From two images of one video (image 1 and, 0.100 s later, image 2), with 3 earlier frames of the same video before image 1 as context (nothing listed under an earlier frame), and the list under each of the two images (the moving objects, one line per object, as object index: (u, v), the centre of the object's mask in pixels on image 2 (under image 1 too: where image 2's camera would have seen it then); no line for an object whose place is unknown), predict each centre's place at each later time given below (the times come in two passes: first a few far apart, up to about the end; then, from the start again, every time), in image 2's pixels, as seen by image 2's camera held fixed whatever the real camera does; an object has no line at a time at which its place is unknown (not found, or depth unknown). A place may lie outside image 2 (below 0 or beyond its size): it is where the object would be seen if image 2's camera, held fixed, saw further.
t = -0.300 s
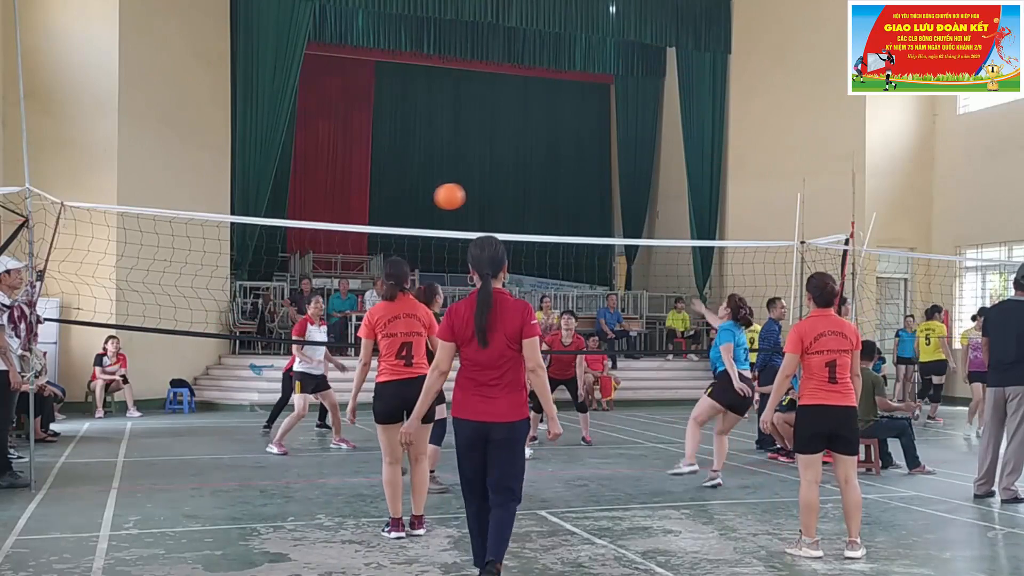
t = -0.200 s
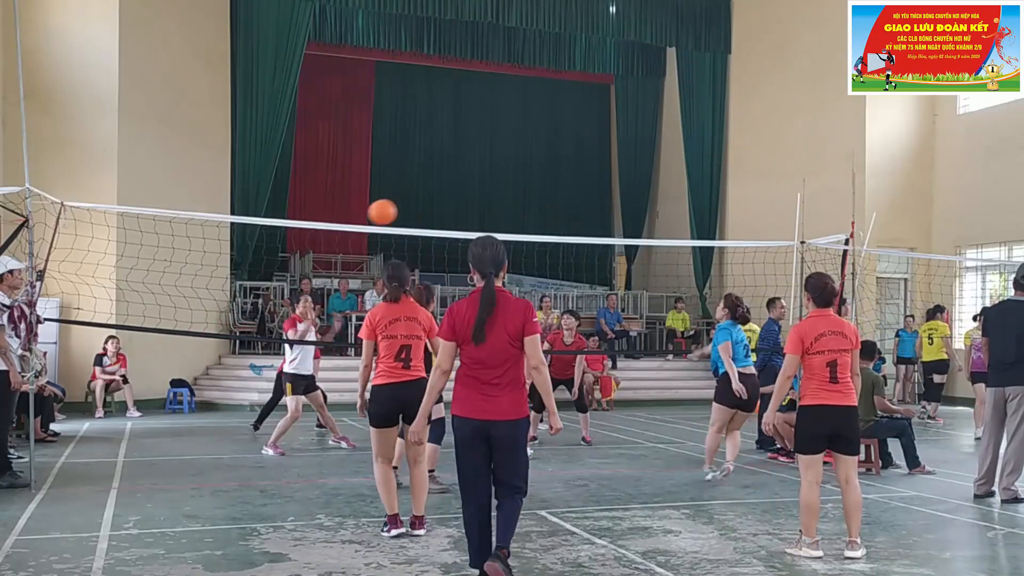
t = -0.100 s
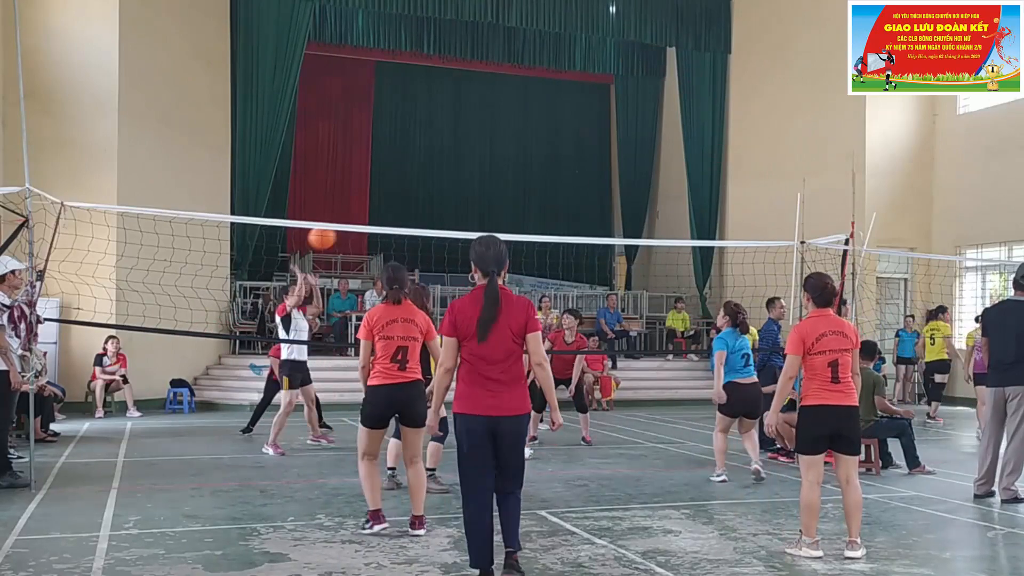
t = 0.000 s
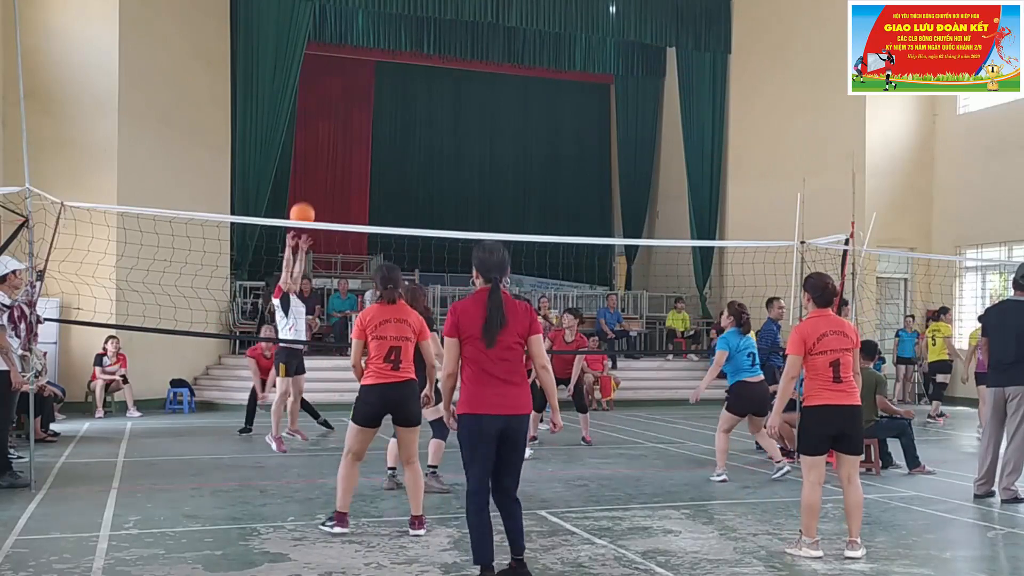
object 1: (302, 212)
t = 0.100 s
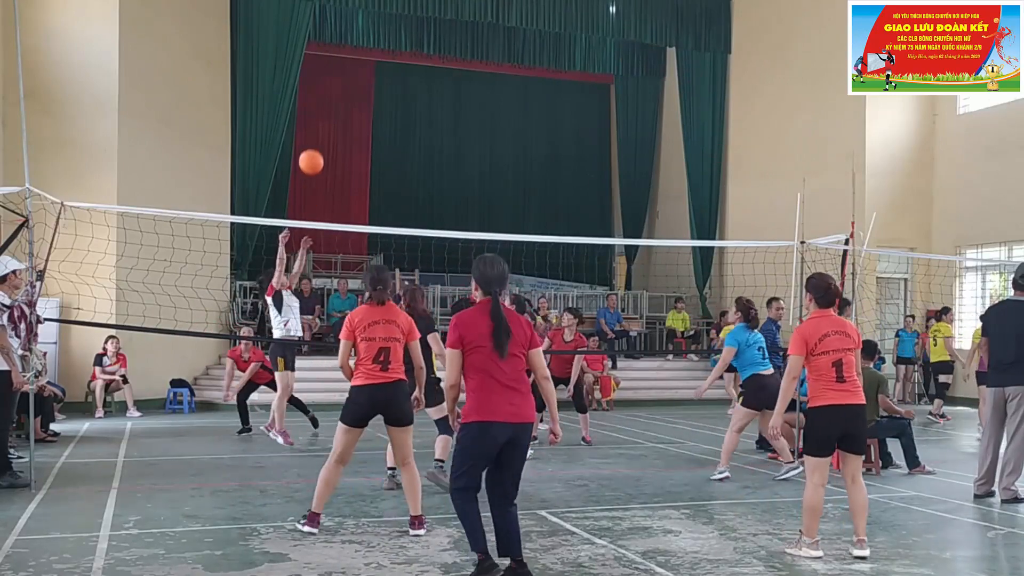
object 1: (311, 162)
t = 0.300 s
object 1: (329, 90)
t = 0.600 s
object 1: (355, 57)
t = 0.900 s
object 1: (378, 109)
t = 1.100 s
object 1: (392, 185)
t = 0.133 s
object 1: (314, 147)
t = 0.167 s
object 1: (317, 133)
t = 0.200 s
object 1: (320, 121)
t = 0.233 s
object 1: (323, 109)
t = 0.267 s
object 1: (326, 99)
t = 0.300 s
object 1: (329, 90)
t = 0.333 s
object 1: (332, 82)
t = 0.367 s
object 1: (335, 75)
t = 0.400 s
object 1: (338, 69)
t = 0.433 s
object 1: (341, 64)
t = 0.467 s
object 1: (343, 61)
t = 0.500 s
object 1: (346, 58)
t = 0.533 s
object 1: (349, 57)
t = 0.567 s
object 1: (352, 57)
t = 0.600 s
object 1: (355, 57)
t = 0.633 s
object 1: (357, 59)
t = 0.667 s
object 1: (360, 62)
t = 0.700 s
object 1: (363, 65)
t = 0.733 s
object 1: (365, 70)
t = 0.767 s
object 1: (368, 76)
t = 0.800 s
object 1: (370, 83)
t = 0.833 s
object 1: (373, 91)
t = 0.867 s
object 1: (375, 99)
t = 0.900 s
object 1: (378, 109)
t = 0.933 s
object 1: (380, 119)
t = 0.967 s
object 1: (382, 130)
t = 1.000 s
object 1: (384, 143)
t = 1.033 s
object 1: (387, 156)
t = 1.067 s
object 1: (389, 170)
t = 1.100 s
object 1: (392, 185)
